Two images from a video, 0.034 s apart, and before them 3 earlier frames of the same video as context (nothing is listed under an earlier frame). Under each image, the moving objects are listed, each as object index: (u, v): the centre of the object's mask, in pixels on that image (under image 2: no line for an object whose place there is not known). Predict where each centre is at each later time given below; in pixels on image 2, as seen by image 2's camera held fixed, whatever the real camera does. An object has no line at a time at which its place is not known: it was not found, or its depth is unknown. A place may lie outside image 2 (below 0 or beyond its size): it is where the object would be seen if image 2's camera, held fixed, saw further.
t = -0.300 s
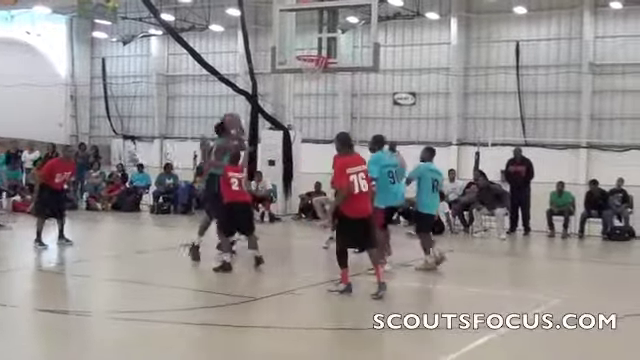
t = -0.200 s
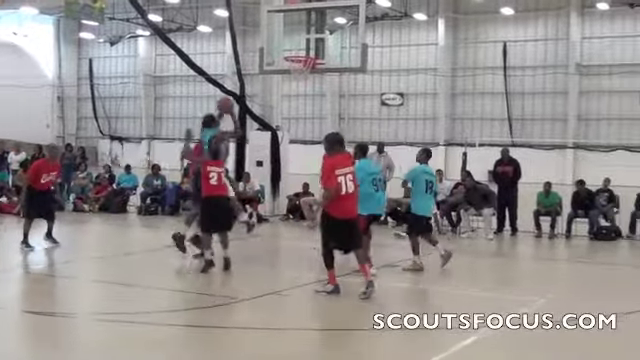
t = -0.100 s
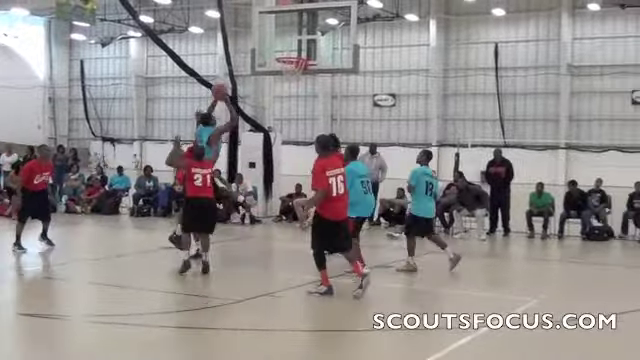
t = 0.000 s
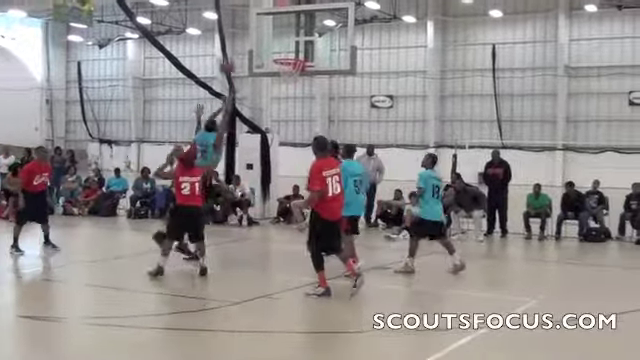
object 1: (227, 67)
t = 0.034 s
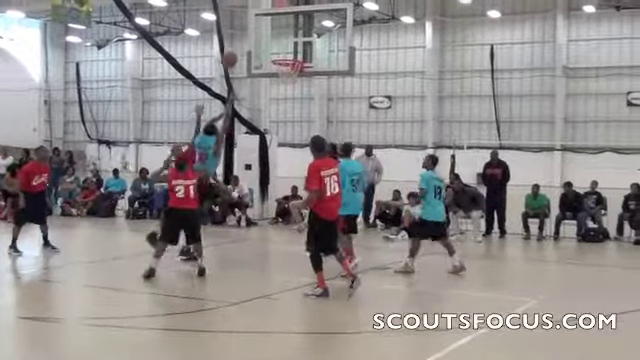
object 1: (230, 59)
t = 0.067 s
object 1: (233, 54)
